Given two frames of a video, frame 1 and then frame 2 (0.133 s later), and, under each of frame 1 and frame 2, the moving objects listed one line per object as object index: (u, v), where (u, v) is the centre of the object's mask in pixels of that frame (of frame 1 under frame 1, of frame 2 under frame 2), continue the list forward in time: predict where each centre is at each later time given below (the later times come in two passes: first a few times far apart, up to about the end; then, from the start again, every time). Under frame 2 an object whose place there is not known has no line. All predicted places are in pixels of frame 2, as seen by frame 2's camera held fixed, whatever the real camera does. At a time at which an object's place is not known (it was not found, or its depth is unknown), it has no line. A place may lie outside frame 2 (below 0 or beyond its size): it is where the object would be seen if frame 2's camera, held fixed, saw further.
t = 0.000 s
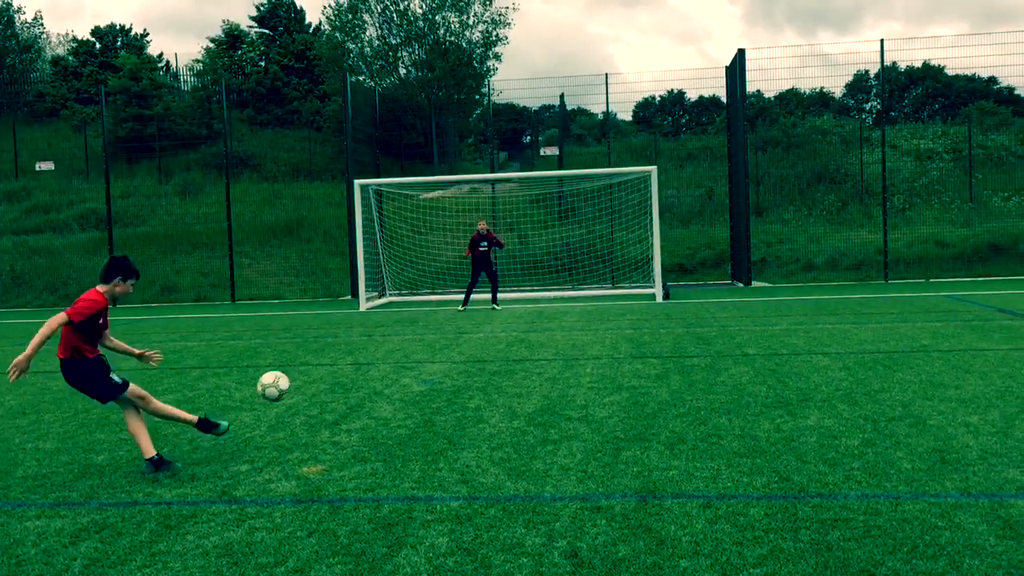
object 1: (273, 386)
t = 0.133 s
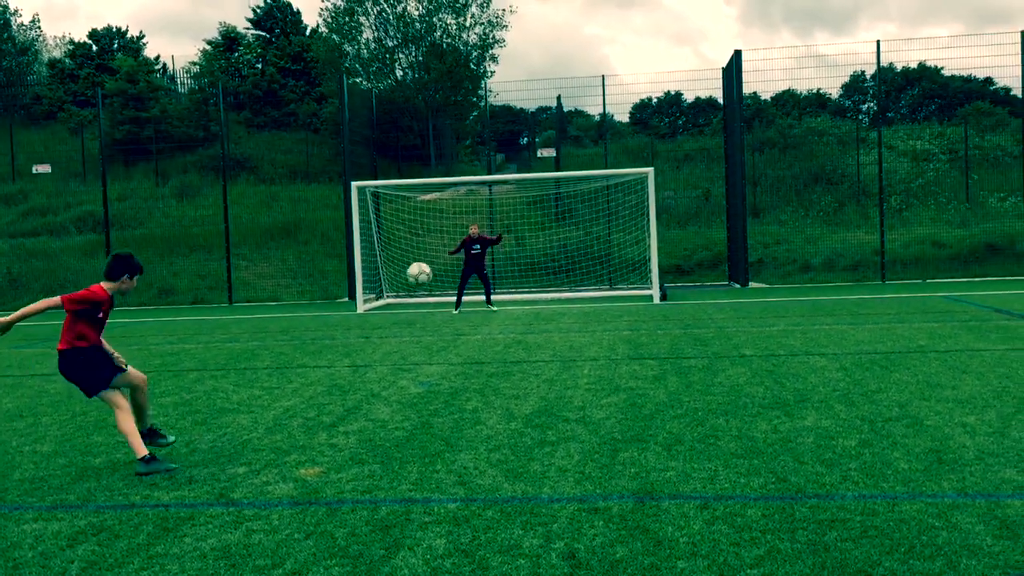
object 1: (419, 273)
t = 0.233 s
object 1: (490, 225)
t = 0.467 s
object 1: (586, 179)
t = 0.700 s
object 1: (629, 181)
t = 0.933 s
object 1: (617, 212)
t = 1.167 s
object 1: (559, 267)
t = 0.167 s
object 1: (446, 255)
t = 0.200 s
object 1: (469, 239)
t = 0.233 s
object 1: (490, 225)
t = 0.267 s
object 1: (509, 212)
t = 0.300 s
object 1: (526, 203)
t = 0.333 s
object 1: (540, 195)
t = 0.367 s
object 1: (554, 189)
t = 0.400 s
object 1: (565, 184)
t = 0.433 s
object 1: (576, 181)
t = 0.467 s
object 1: (586, 179)
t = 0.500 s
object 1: (593, 178)
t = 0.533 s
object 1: (601, 177)
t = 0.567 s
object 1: (608, 178)
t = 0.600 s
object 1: (614, 177)
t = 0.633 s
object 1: (618, 177)
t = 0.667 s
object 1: (624, 179)
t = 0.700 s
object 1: (629, 181)
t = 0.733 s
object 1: (633, 184)
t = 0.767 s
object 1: (637, 188)
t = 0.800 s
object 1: (641, 192)
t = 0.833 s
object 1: (643, 195)
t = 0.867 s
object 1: (637, 200)
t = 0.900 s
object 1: (627, 206)
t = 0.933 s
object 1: (617, 212)
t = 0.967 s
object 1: (608, 219)
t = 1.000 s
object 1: (600, 226)
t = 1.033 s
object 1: (591, 233)
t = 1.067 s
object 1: (583, 241)
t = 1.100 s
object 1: (575, 250)
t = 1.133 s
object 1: (567, 258)
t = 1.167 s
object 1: (559, 267)
